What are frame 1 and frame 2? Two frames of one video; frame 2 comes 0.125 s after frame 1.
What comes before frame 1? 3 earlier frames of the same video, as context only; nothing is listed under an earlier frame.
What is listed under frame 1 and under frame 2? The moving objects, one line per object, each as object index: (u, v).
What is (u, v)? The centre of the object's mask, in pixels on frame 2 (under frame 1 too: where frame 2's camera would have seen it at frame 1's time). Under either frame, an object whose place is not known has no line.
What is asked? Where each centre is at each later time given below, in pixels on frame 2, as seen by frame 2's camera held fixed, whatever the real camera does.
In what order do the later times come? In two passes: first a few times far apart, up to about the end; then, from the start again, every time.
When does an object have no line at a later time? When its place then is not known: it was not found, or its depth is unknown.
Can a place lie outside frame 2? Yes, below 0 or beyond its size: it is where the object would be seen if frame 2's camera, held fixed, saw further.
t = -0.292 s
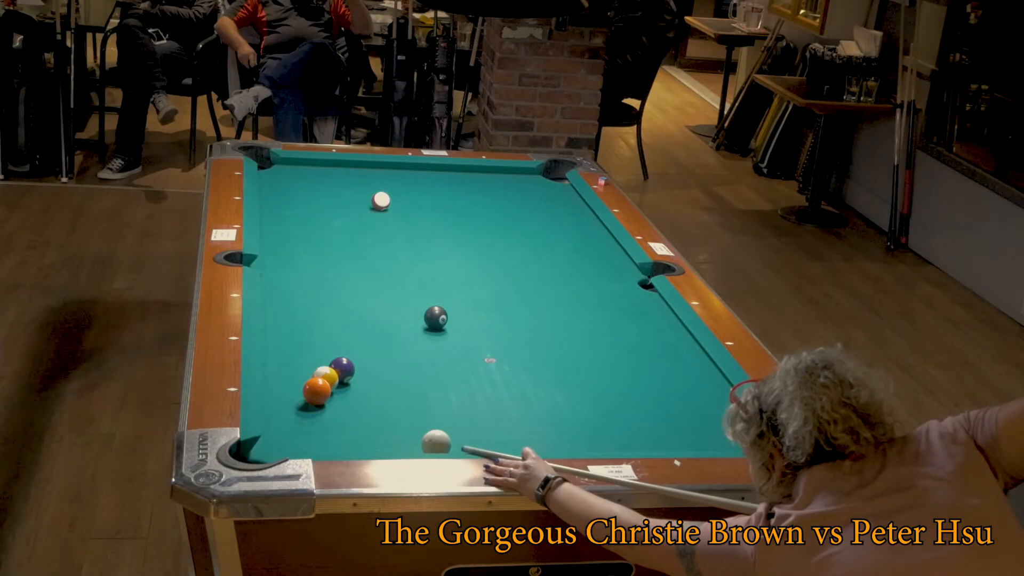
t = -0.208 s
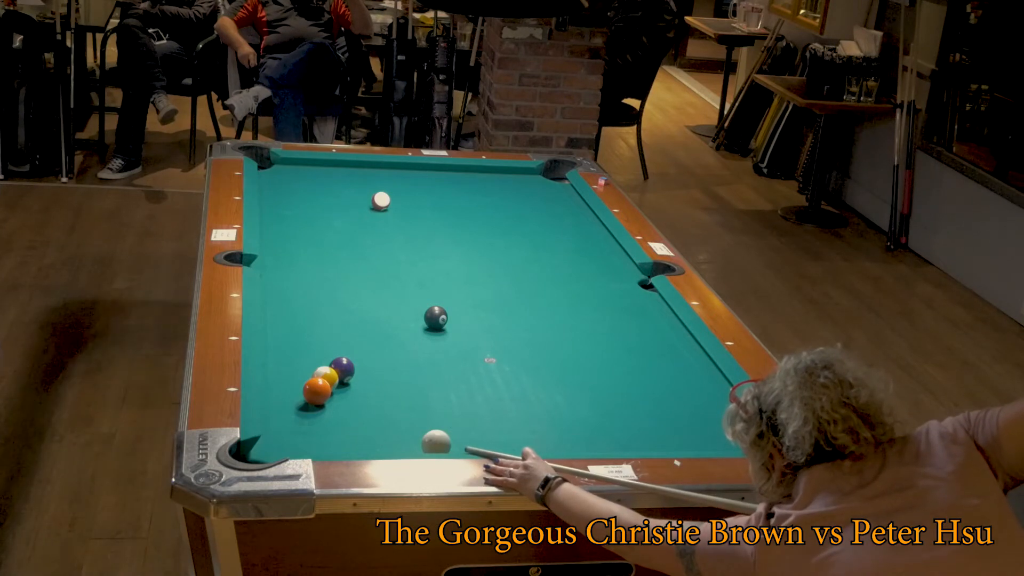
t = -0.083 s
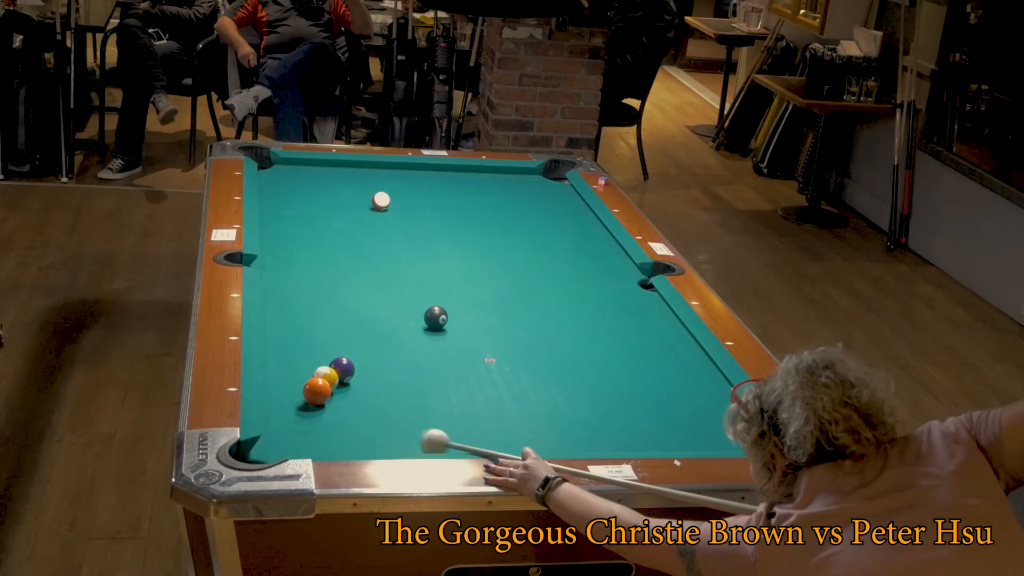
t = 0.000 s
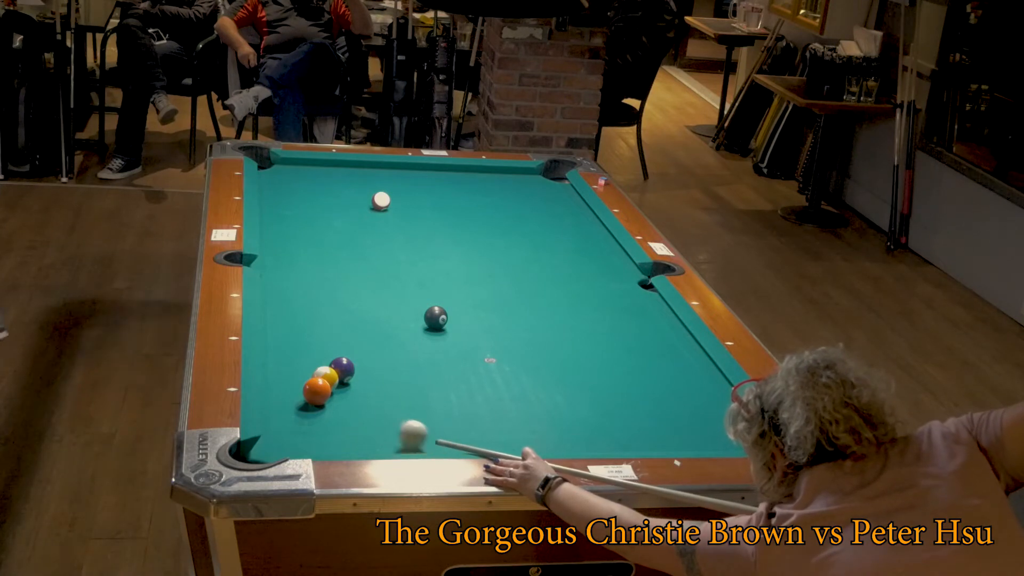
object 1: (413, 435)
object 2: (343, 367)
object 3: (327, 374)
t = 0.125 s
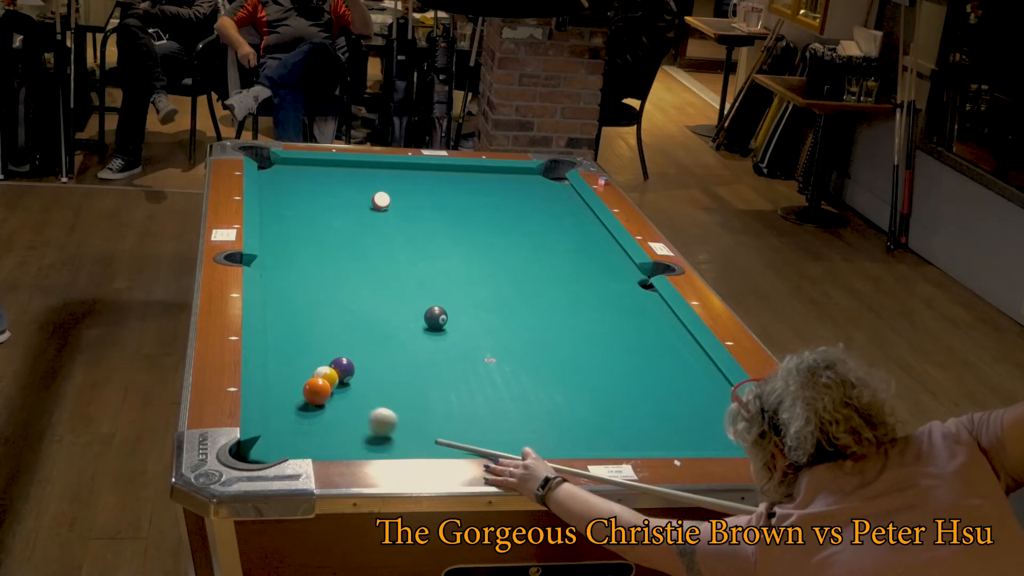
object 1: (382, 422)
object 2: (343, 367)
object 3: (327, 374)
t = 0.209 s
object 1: (363, 414)
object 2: (343, 367)
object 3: (327, 374)
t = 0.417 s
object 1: (328, 401)
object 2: (344, 366)
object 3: (324, 373)
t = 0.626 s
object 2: (349, 362)
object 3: (318, 374)
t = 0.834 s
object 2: (357, 361)
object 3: (313, 372)
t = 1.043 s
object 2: (362, 358)
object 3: (312, 369)
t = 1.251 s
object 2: (365, 356)
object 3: (311, 365)
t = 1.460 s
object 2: (368, 354)
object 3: (310, 364)
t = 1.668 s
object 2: (370, 354)
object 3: (309, 364)
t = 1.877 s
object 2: (371, 353)
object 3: (308, 365)
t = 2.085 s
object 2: (372, 354)
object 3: (308, 365)
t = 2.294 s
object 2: (371, 354)
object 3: (308, 365)
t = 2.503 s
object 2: (371, 354)
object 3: (308, 365)
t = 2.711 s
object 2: (371, 354)
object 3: (308, 365)
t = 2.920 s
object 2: (371, 354)
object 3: (308, 365)
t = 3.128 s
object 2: (371, 354)
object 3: (308, 365)
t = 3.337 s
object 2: (371, 354)
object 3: (308, 365)
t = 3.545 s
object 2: (371, 354)
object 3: (308, 365)
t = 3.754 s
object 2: (371, 354)
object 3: (308, 365)
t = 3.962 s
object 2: (371, 354)
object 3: (308, 365)
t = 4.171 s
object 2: (371, 354)
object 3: (308, 365)
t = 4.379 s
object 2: (371, 354)
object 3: (308, 365)
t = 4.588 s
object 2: (371, 354)
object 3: (308, 365)
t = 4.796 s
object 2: (371, 354)
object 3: (308, 365)
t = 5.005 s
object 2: (371, 354)
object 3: (308, 365)
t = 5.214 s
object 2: (371, 354)
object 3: (308, 365)
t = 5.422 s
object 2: (371, 354)
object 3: (308, 365)
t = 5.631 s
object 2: (371, 354)
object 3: (308, 365)
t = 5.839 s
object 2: (371, 354)
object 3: (308, 365)
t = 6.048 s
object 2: (371, 354)
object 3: (308, 365)
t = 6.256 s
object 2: (371, 354)
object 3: (308, 365)
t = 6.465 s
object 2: (371, 354)
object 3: (308, 365)
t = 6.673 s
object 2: (371, 354)
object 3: (308, 365)
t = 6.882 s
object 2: (371, 354)
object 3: (308, 365)
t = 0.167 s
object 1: (373, 418)
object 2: (343, 367)
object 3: (327, 374)
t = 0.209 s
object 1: (363, 414)
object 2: (343, 367)
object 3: (327, 374)
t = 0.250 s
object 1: (354, 410)
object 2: (343, 367)
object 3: (327, 374)
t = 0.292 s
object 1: (345, 406)
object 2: (343, 367)
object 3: (327, 374)
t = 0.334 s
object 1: (335, 402)
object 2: (343, 367)
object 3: (327, 374)
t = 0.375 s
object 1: (331, 402)
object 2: (343, 367)
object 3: (327, 374)
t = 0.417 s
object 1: (328, 401)
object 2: (344, 366)
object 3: (324, 373)
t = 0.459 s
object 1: (324, 401)
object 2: (345, 366)
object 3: (321, 373)
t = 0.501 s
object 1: (321, 400)
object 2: (346, 365)
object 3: (318, 373)
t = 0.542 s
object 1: (318, 400)
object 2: (347, 364)
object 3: (317, 372)
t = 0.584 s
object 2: (348, 363)
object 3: (315, 371)
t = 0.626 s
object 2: (349, 362)
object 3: (318, 374)
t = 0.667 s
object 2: (350, 361)
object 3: (317, 373)
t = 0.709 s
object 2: (353, 363)
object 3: (316, 373)
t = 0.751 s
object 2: (354, 362)
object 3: (315, 373)
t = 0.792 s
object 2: (355, 361)
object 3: (314, 372)
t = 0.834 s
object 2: (357, 361)
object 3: (313, 372)
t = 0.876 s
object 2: (358, 360)
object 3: (312, 372)
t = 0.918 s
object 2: (359, 360)
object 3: (312, 371)
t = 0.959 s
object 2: (360, 359)
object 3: (312, 370)
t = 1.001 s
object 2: (361, 359)
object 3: (312, 370)
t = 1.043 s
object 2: (362, 358)
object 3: (312, 369)
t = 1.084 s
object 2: (362, 358)
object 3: (312, 368)
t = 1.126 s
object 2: (363, 357)
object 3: (312, 367)
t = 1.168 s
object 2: (364, 357)
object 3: (312, 367)
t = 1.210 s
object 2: (365, 356)
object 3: (311, 366)
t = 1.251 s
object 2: (365, 356)
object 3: (311, 365)
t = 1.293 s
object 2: (366, 356)
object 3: (311, 365)
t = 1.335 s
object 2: (366, 355)
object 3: (311, 364)
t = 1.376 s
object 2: (367, 355)
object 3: (310, 364)
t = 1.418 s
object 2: (368, 355)
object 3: (310, 364)
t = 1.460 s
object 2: (368, 354)
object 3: (310, 364)
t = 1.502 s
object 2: (369, 354)
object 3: (310, 364)
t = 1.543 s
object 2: (369, 354)
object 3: (310, 364)
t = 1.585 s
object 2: (370, 354)
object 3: (309, 364)
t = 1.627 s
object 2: (370, 354)
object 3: (309, 364)
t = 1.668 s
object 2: (370, 354)
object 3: (309, 364)
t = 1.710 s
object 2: (371, 353)
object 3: (309, 364)
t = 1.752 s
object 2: (371, 353)
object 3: (309, 364)
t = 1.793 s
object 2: (371, 353)
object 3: (308, 365)
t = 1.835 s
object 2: (371, 353)
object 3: (308, 365)
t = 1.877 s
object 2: (371, 353)
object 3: (308, 365)
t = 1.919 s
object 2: (372, 353)
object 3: (308, 365)
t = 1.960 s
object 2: (372, 353)
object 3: (308, 365)
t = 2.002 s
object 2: (372, 354)
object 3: (308, 365)
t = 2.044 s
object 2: (372, 354)
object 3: (308, 365)
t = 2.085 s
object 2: (372, 354)
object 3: (308, 365)
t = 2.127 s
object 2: (372, 354)
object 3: (308, 365)
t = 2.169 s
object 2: (372, 354)
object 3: (308, 365)
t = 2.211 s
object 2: (371, 354)
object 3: (308, 365)
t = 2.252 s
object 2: (371, 354)
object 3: (308, 365)
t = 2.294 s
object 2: (371, 354)
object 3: (308, 365)
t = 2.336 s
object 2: (371, 354)
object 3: (308, 365)
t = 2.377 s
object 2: (371, 354)
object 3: (308, 365)
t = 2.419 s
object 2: (371, 354)
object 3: (308, 365)
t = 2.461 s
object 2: (371, 354)
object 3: (308, 365)
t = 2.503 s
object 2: (371, 354)
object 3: (308, 365)
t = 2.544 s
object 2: (371, 354)
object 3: (308, 365)
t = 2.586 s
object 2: (371, 354)
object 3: (308, 365)
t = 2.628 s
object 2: (371, 354)
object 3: (308, 365)
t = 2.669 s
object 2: (371, 354)
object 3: (308, 365)
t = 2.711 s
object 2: (371, 354)
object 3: (308, 365)
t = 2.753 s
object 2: (371, 354)
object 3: (308, 365)
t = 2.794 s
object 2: (371, 354)
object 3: (308, 365)
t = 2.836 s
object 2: (371, 354)
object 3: (308, 365)
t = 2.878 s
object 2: (371, 354)
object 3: (308, 365)
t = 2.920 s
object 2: (371, 354)
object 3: (308, 365)
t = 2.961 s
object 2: (371, 354)
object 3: (308, 365)
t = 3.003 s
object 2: (371, 354)
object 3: (308, 365)
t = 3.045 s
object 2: (371, 354)
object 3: (308, 365)
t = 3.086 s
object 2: (371, 354)
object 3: (308, 365)
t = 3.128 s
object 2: (371, 354)
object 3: (308, 365)
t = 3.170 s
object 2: (371, 354)
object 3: (308, 365)
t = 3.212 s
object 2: (371, 354)
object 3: (308, 365)
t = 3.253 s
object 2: (371, 354)
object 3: (308, 365)
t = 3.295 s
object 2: (371, 354)
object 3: (308, 365)
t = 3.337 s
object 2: (371, 354)
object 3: (308, 365)
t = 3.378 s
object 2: (371, 354)
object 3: (308, 365)
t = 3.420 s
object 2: (371, 354)
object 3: (308, 365)
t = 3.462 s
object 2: (371, 354)
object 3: (308, 365)
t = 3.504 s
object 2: (371, 354)
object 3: (308, 365)
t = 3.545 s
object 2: (371, 354)
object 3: (308, 365)
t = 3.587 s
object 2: (371, 354)
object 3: (308, 365)
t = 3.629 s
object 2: (371, 354)
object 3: (308, 365)
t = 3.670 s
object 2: (371, 354)
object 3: (308, 365)
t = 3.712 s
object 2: (371, 354)
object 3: (308, 365)
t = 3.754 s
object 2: (371, 354)
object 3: (308, 365)
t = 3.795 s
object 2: (371, 354)
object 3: (308, 365)
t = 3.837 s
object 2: (371, 354)
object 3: (308, 365)
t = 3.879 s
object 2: (371, 354)
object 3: (308, 365)
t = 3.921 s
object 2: (371, 354)
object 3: (308, 365)
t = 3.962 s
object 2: (371, 354)
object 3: (308, 365)
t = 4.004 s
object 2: (371, 354)
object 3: (308, 365)
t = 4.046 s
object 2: (371, 354)
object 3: (308, 365)
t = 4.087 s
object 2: (371, 354)
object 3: (308, 365)
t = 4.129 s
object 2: (371, 354)
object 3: (308, 365)
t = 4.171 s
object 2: (371, 354)
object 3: (308, 365)
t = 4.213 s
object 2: (371, 354)
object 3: (308, 365)
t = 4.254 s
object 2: (371, 354)
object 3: (308, 365)
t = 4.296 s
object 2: (371, 354)
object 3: (308, 365)
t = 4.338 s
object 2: (371, 354)
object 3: (308, 365)
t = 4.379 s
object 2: (371, 354)
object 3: (308, 365)
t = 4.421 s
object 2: (371, 354)
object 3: (308, 365)
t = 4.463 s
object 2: (371, 354)
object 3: (308, 365)
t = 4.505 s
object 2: (371, 354)
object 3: (308, 365)
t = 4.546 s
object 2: (371, 354)
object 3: (308, 365)
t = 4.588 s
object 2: (371, 354)
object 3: (308, 365)
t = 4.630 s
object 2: (371, 354)
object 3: (308, 365)
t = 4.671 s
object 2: (371, 354)
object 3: (308, 365)
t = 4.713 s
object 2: (371, 354)
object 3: (308, 365)
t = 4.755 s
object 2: (371, 354)
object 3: (308, 365)
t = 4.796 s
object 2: (371, 354)
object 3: (308, 365)
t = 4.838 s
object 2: (371, 354)
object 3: (308, 365)
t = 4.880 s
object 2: (371, 354)
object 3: (308, 365)
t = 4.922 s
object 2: (371, 354)
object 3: (308, 365)
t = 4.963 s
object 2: (371, 354)
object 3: (308, 365)
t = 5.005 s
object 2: (371, 354)
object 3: (308, 365)
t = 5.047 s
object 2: (371, 354)
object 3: (308, 365)
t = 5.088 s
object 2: (371, 354)
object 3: (308, 365)
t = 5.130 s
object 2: (371, 354)
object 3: (308, 365)
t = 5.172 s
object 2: (371, 354)
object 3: (308, 365)
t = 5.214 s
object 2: (371, 354)
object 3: (308, 365)
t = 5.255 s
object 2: (371, 354)
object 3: (308, 365)
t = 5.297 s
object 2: (371, 354)
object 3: (308, 365)
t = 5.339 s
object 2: (371, 354)
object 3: (308, 365)
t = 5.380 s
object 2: (371, 354)
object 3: (308, 365)
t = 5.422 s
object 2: (371, 354)
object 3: (308, 365)
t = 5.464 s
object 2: (371, 354)
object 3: (308, 365)
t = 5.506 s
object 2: (371, 354)
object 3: (308, 365)
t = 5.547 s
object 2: (371, 354)
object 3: (308, 365)
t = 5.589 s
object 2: (371, 354)
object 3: (308, 365)
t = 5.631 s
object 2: (371, 354)
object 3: (308, 365)
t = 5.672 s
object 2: (371, 354)
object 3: (308, 365)
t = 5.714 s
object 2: (371, 354)
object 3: (308, 365)
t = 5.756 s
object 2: (371, 354)
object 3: (308, 365)
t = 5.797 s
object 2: (371, 354)
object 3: (308, 365)
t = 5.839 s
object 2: (371, 354)
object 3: (308, 365)
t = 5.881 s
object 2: (371, 354)
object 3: (308, 365)
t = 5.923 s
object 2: (371, 354)
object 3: (308, 365)
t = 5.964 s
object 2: (371, 354)
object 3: (308, 365)
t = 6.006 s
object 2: (371, 354)
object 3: (308, 365)
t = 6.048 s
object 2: (371, 354)
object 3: (308, 365)
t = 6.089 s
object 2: (371, 354)
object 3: (308, 365)
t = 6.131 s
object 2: (371, 354)
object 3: (308, 365)
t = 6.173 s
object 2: (371, 354)
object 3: (308, 365)
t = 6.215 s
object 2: (371, 354)
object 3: (308, 365)
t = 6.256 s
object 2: (371, 354)
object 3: (308, 365)
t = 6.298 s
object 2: (371, 354)
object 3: (308, 365)
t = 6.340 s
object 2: (371, 354)
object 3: (308, 365)
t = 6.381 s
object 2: (371, 354)
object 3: (308, 365)
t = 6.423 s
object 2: (371, 354)
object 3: (308, 365)
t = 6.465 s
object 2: (371, 354)
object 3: (308, 365)
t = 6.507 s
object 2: (371, 354)
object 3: (308, 365)
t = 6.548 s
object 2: (371, 354)
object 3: (308, 365)
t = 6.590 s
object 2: (371, 354)
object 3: (308, 365)
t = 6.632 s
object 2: (371, 354)
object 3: (308, 365)
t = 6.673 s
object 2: (371, 354)
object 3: (308, 365)
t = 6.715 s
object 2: (371, 354)
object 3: (308, 365)
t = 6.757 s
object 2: (371, 354)
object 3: (308, 365)
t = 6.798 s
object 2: (371, 354)
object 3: (308, 365)
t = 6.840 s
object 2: (371, 354)
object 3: (308, 365)
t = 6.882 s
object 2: (371, 354)
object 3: (308, 365)
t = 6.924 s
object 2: (371, 354)
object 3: (308, 365)
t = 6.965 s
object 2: (371, 354)
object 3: (308, 365)
